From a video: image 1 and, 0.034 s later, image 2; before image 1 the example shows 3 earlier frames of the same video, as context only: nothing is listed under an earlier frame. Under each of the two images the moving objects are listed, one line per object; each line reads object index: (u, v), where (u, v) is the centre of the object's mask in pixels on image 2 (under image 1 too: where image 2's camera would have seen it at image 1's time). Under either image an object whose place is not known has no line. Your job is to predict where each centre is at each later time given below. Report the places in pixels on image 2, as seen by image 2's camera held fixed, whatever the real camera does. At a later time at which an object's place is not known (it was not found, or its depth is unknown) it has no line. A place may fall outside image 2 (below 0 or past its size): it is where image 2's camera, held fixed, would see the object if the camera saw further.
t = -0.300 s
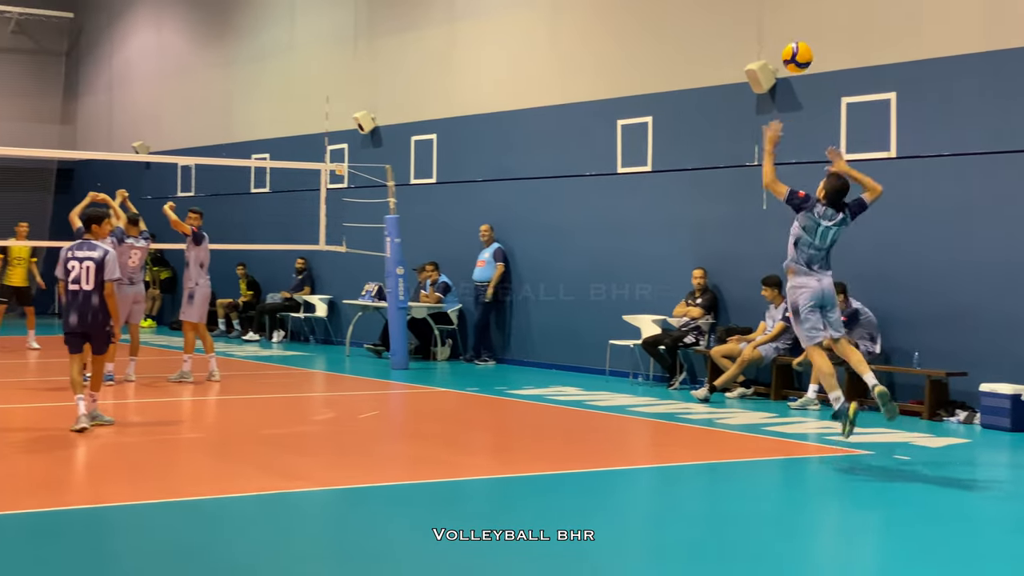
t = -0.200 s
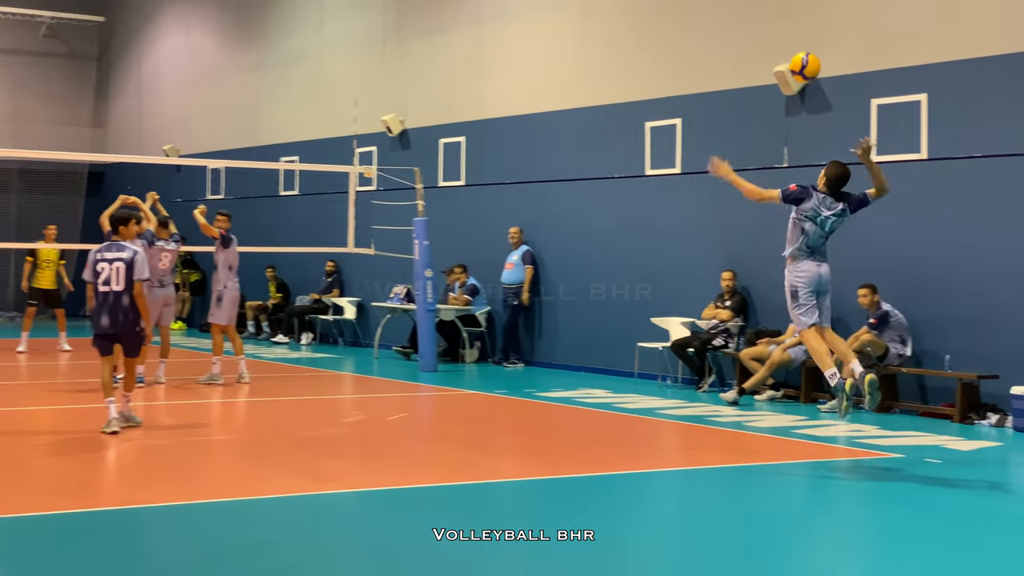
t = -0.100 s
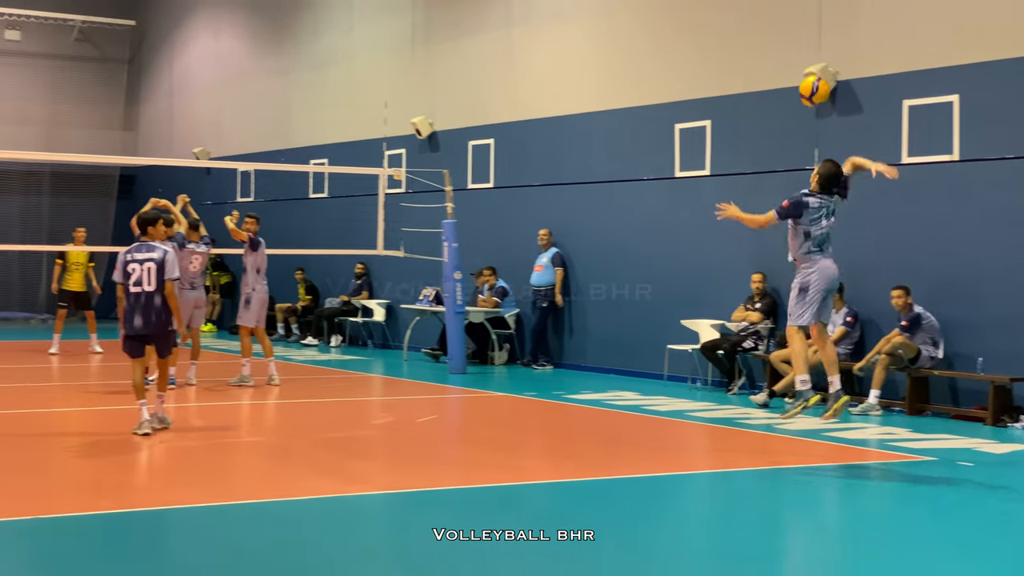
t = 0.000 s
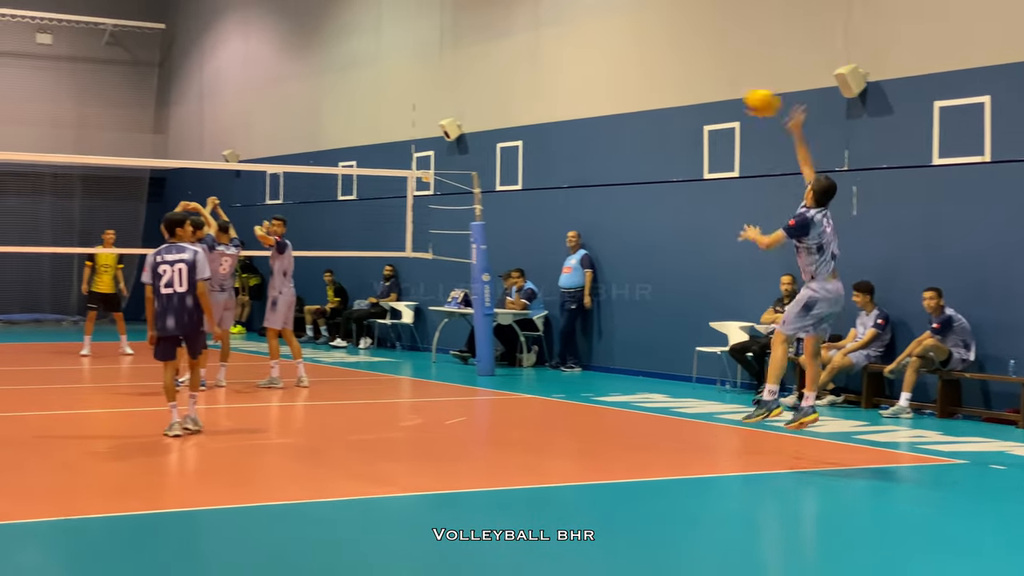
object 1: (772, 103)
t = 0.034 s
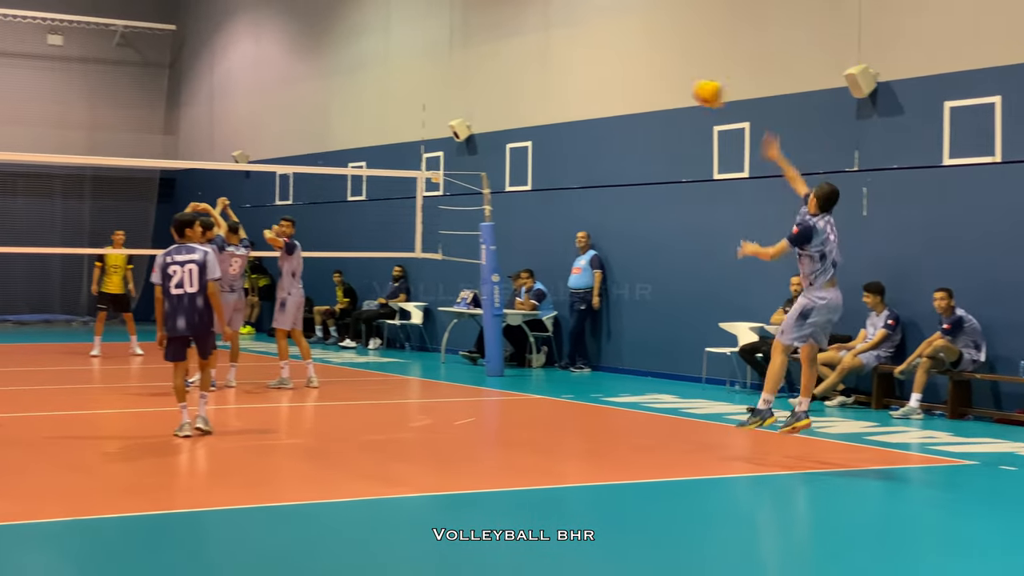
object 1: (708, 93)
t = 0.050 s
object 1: (679, 88)
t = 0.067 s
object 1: (652, 85)
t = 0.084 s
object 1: (623, 82)
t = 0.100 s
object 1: (598, 79)
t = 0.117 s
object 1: (572, 76)
